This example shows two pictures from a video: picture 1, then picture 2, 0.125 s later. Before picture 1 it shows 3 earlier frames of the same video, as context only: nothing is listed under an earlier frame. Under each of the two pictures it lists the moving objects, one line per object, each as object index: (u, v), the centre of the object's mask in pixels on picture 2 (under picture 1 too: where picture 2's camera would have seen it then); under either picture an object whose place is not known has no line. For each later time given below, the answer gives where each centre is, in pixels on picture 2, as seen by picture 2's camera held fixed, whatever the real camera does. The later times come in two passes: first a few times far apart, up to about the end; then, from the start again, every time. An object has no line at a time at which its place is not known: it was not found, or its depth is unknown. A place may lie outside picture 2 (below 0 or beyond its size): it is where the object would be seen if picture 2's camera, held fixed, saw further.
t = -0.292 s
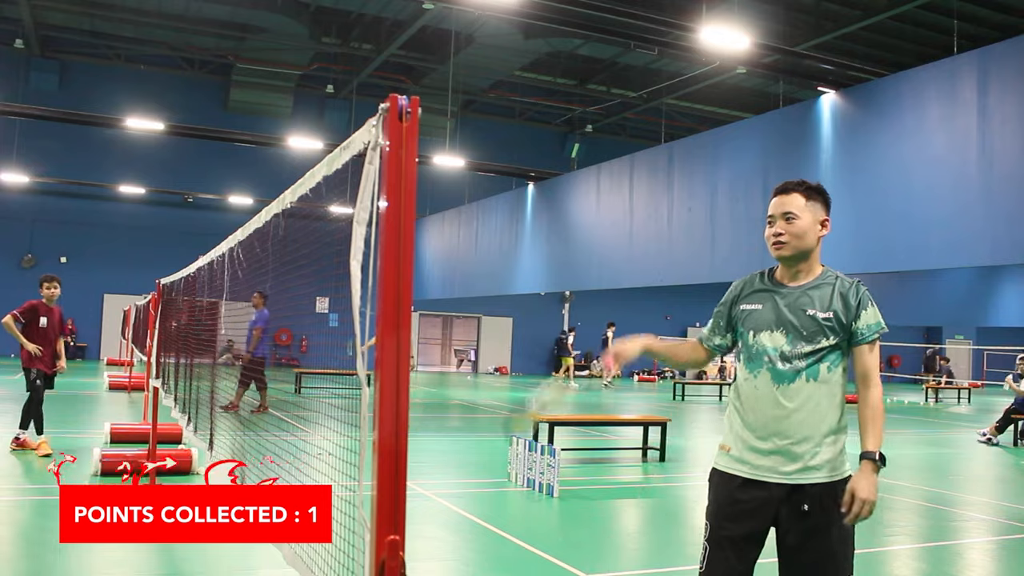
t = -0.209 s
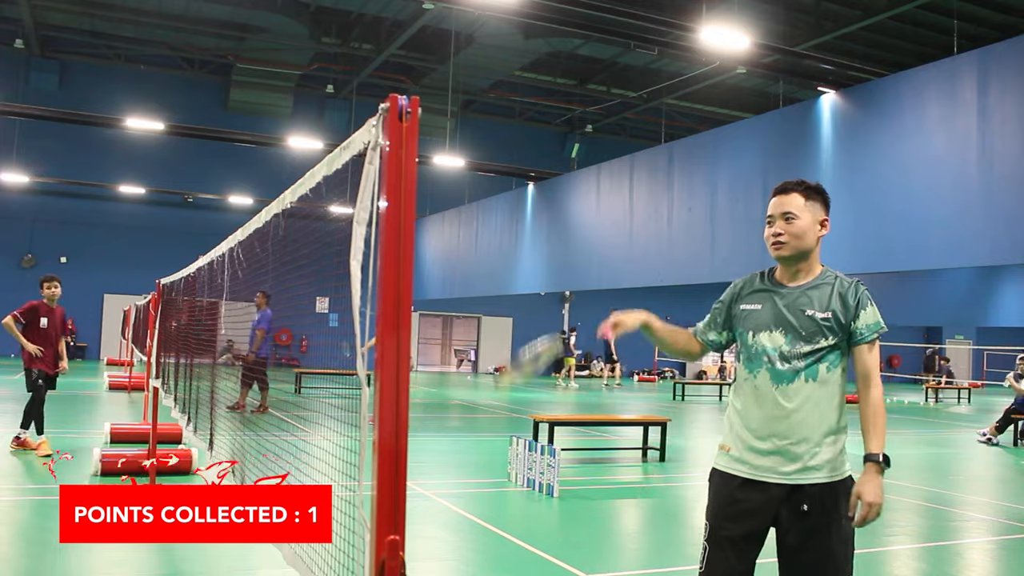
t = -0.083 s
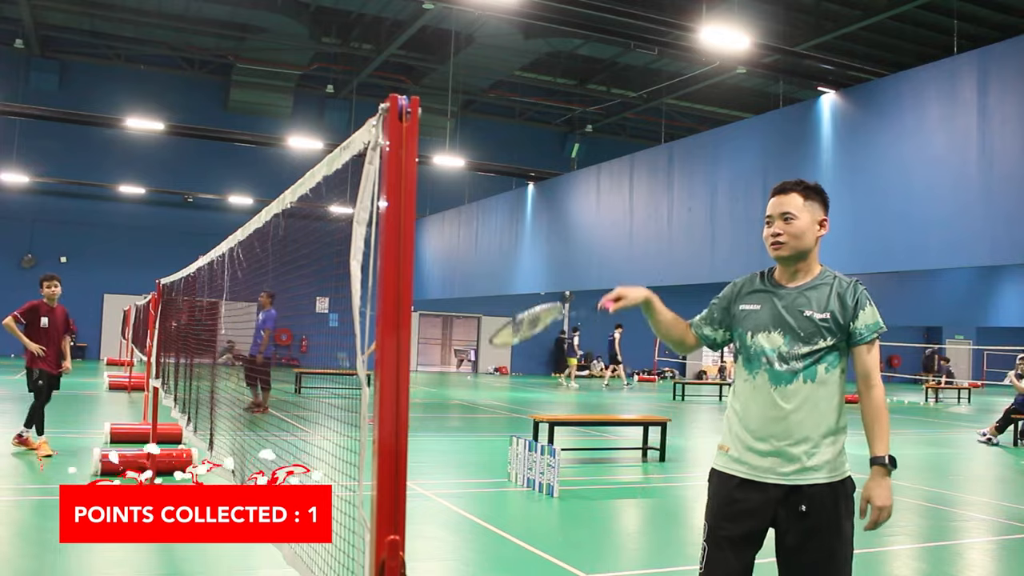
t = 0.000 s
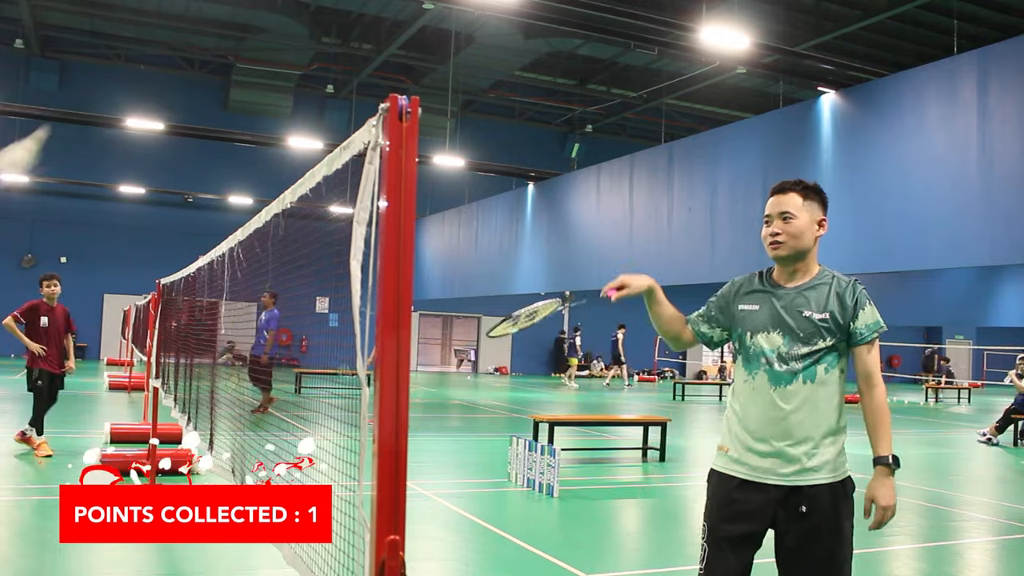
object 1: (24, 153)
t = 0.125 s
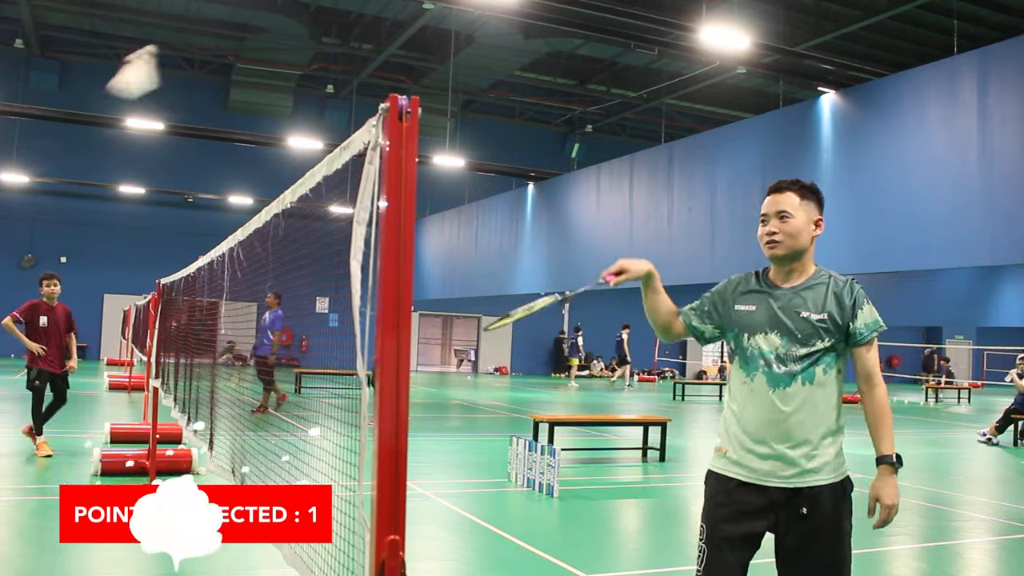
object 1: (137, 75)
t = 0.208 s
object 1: (203, 52)
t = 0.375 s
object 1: (316, 87)
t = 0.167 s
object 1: (170, 60)
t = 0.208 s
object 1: (203, 52)
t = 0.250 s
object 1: (233, 51)
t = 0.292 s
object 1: (261, 57)
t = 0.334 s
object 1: (289, 69)
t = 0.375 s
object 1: (316, 87)
